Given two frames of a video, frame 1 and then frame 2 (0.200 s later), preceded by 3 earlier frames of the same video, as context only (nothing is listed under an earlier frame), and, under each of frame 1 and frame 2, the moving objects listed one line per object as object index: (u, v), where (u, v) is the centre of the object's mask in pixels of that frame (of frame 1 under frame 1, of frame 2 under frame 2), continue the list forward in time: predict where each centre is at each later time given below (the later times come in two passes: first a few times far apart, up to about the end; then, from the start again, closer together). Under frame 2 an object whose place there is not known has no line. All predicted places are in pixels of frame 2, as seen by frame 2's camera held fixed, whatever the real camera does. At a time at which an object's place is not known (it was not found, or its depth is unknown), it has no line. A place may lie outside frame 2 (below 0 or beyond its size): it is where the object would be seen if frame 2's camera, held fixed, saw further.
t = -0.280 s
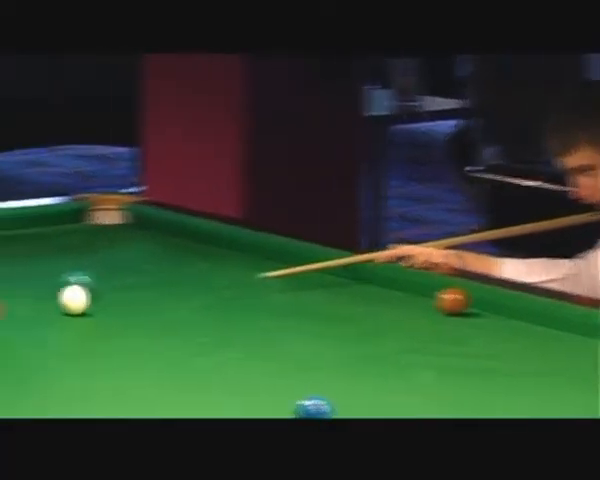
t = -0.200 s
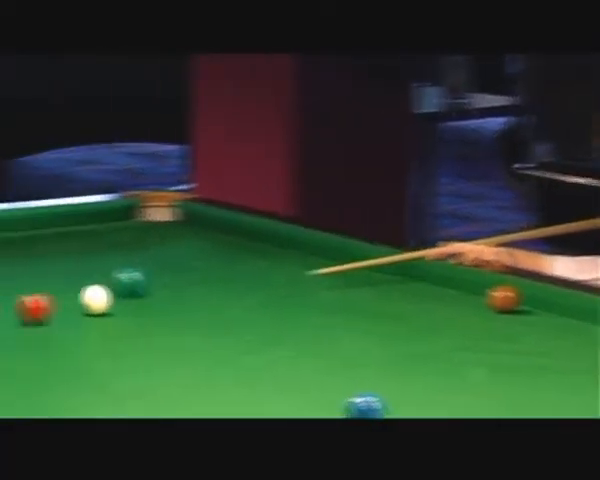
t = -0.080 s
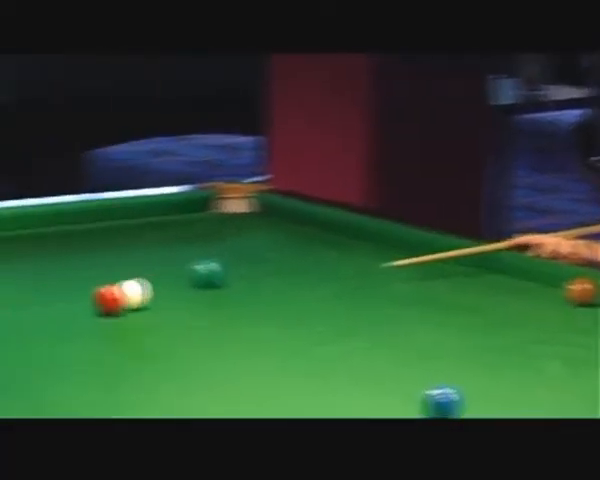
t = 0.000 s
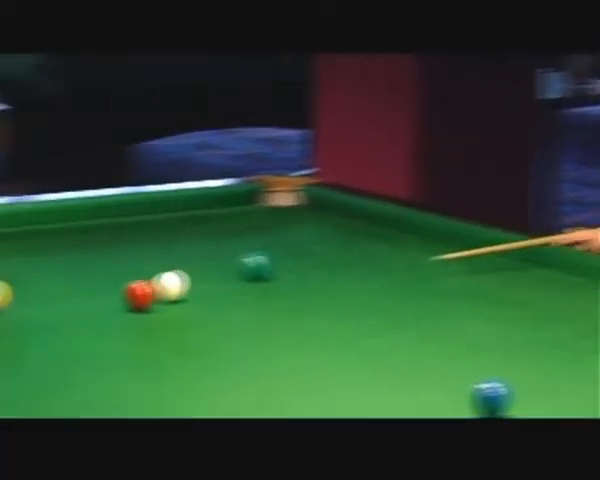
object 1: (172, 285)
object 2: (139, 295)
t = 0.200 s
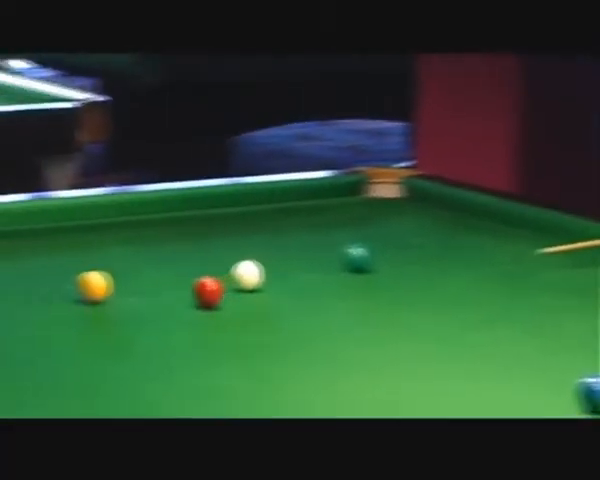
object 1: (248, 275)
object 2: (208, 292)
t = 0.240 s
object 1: (243, 275)
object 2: (202, 293)
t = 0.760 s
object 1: (195, 271)
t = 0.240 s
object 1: (243, 275)
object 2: (202, 293)
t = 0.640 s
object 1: (205, 272)
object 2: (141, 304)
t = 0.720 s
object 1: (198, 271)
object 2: (128, 307)
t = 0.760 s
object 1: (195, 271)
